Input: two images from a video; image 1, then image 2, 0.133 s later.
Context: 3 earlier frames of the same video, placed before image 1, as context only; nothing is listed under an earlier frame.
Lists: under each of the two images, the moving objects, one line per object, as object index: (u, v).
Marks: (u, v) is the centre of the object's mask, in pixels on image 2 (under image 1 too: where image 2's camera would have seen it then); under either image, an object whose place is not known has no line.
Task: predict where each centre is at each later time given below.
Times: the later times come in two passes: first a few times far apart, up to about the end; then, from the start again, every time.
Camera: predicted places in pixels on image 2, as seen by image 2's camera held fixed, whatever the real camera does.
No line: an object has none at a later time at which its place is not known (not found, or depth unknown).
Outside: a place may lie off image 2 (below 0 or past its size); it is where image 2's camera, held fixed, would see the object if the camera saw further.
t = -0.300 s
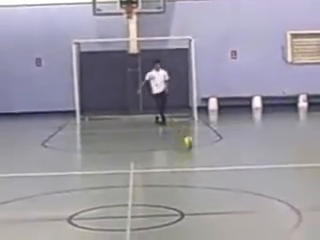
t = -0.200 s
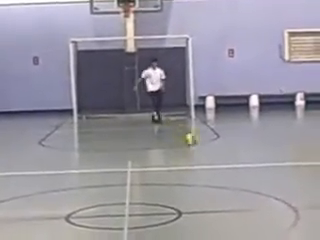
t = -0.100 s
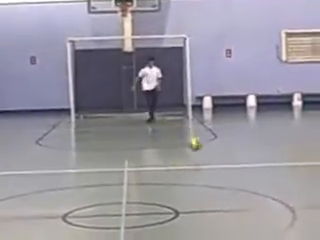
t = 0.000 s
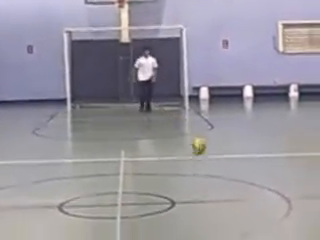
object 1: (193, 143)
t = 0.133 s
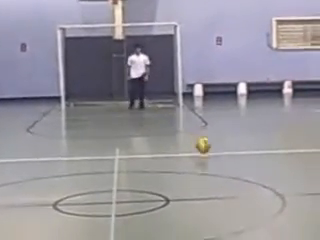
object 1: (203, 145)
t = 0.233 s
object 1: (211, 155)
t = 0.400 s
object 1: (225, 166)
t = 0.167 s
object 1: (205, 148)
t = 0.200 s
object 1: (207, 152)
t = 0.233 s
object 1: (211, 155)
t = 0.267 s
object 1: (214, 157)
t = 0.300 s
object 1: (216, 157)
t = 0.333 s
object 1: (219, 160)
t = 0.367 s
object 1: (223, 161)
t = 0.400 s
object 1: (225, 166)
